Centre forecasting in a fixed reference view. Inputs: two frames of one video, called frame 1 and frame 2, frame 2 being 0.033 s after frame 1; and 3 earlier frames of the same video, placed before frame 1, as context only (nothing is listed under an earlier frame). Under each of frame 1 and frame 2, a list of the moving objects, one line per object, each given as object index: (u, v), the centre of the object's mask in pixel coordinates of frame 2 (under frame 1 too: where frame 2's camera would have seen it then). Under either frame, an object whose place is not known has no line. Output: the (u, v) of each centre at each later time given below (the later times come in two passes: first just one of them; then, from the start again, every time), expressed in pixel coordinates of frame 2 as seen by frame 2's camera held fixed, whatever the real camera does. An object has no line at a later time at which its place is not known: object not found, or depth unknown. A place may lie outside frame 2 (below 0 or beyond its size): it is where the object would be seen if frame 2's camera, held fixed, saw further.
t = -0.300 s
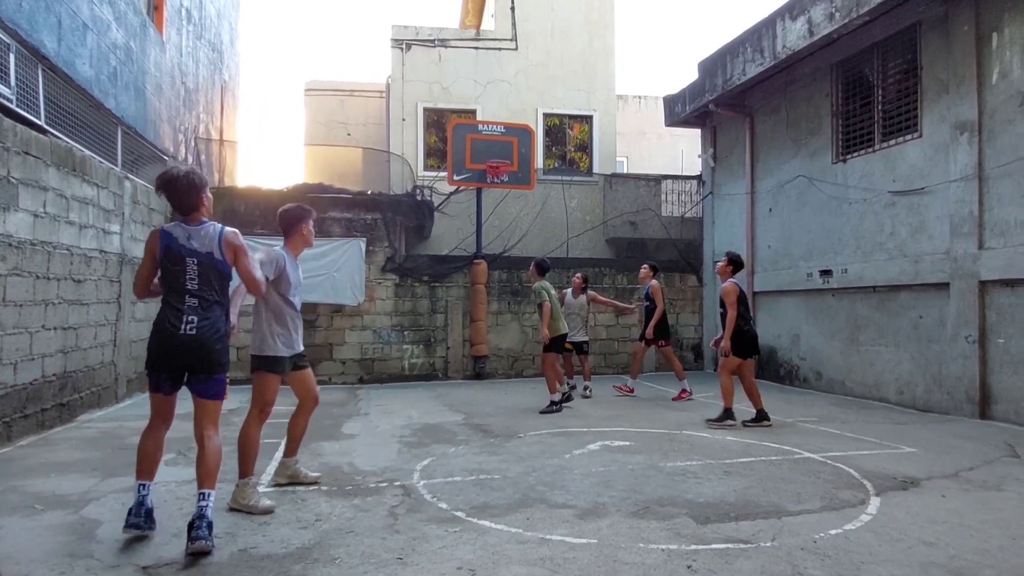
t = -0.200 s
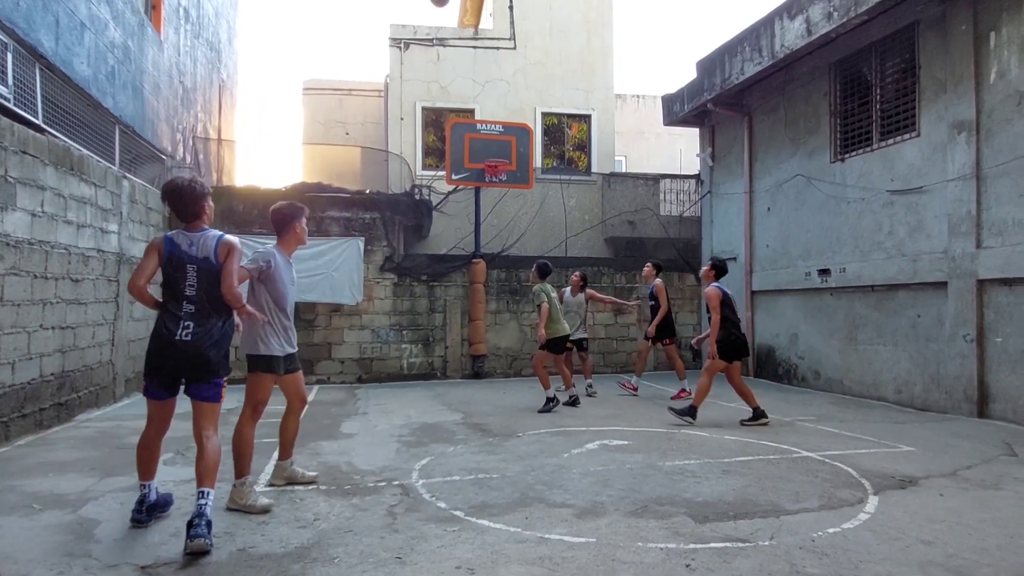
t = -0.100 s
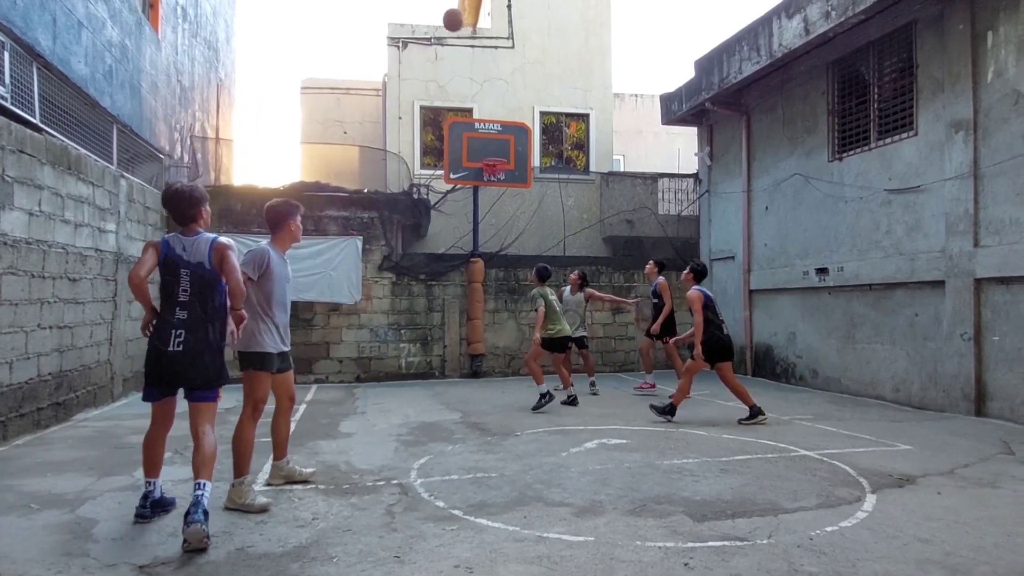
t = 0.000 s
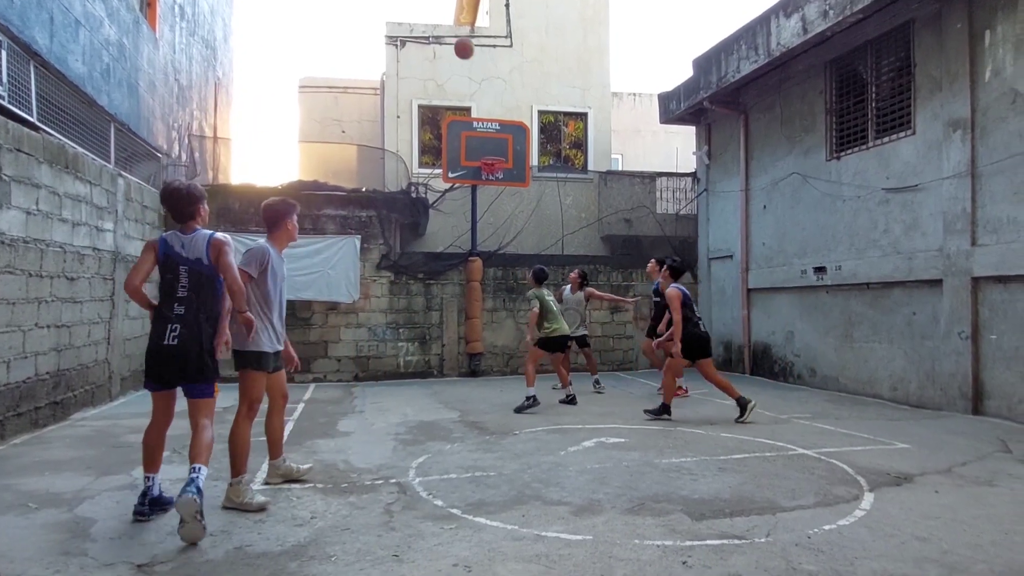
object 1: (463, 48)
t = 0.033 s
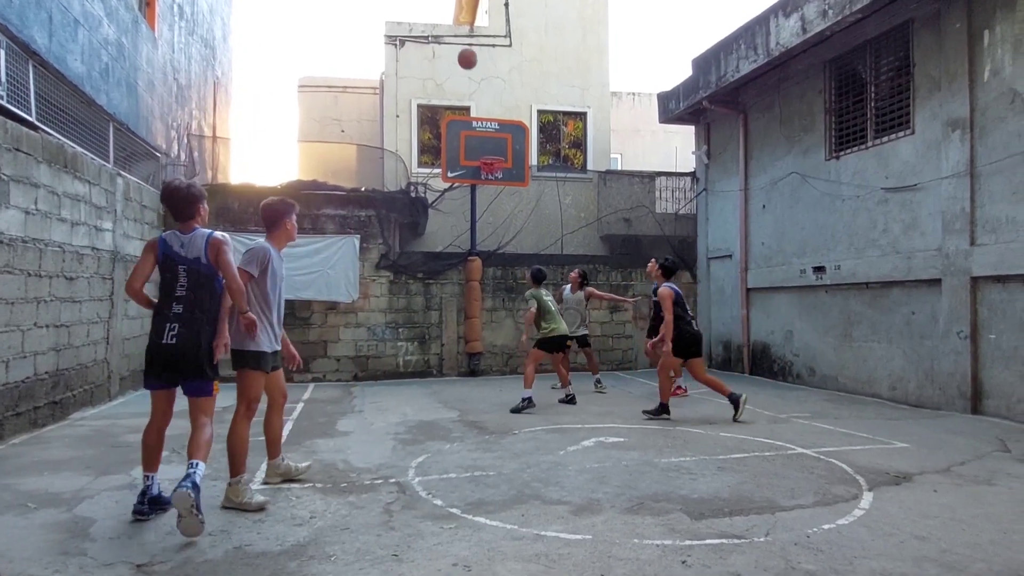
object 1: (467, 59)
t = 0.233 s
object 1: (489, 133)
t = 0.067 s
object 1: (471, 70)
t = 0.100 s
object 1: (475, 82)
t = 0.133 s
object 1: (478, 94)
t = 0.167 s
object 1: (482, 106)
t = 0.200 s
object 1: (485, 119)
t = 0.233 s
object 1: (489, 133)
